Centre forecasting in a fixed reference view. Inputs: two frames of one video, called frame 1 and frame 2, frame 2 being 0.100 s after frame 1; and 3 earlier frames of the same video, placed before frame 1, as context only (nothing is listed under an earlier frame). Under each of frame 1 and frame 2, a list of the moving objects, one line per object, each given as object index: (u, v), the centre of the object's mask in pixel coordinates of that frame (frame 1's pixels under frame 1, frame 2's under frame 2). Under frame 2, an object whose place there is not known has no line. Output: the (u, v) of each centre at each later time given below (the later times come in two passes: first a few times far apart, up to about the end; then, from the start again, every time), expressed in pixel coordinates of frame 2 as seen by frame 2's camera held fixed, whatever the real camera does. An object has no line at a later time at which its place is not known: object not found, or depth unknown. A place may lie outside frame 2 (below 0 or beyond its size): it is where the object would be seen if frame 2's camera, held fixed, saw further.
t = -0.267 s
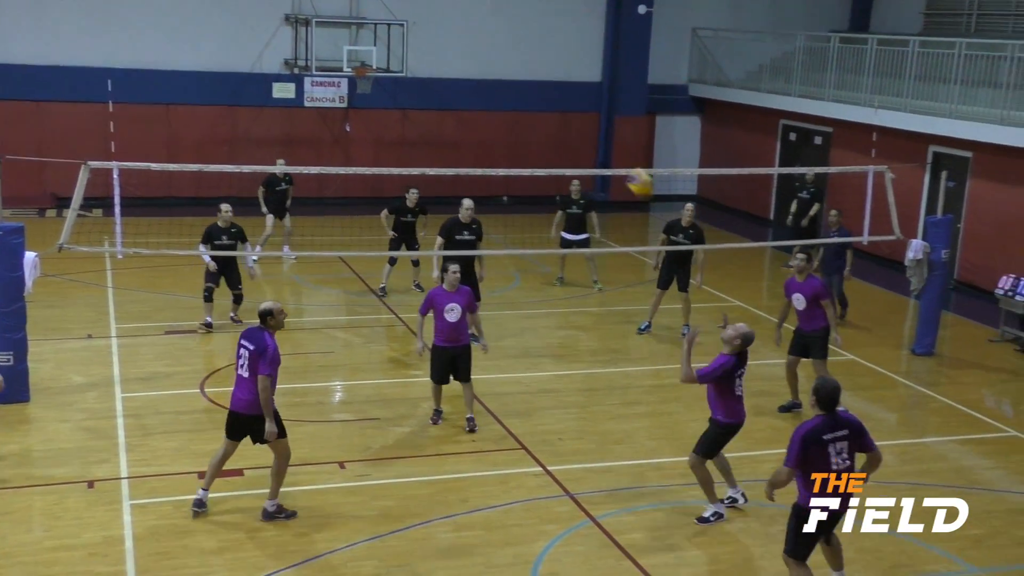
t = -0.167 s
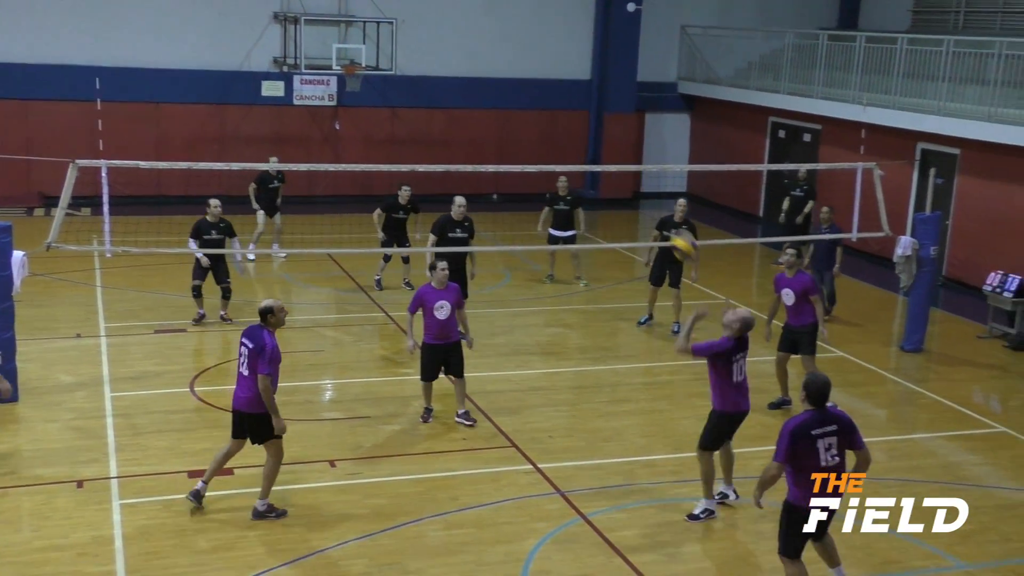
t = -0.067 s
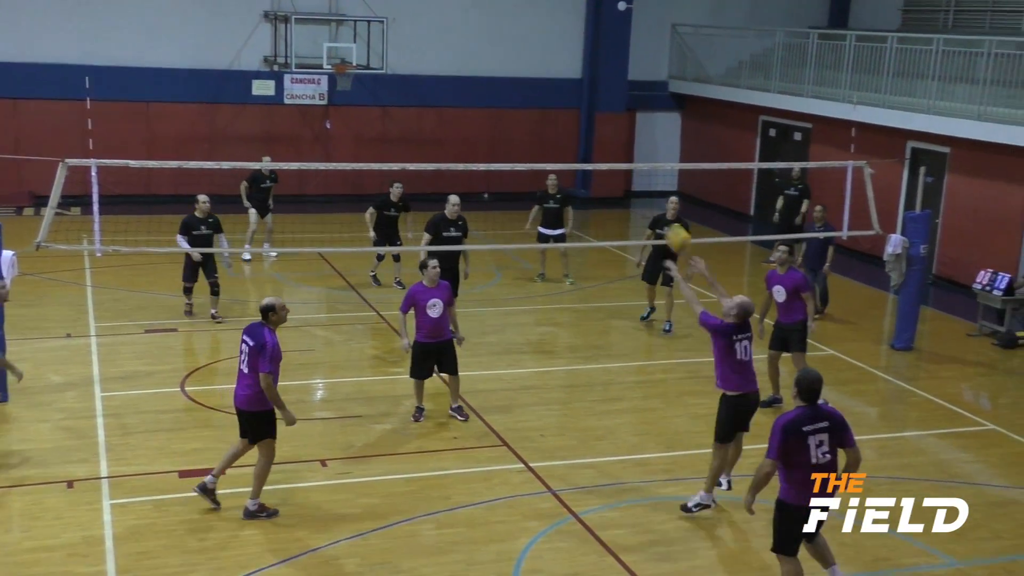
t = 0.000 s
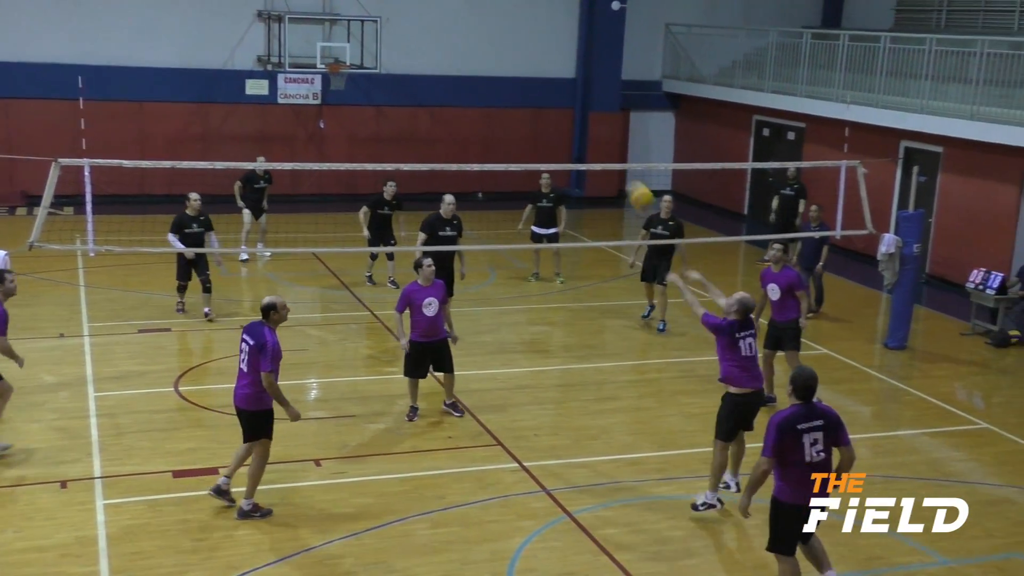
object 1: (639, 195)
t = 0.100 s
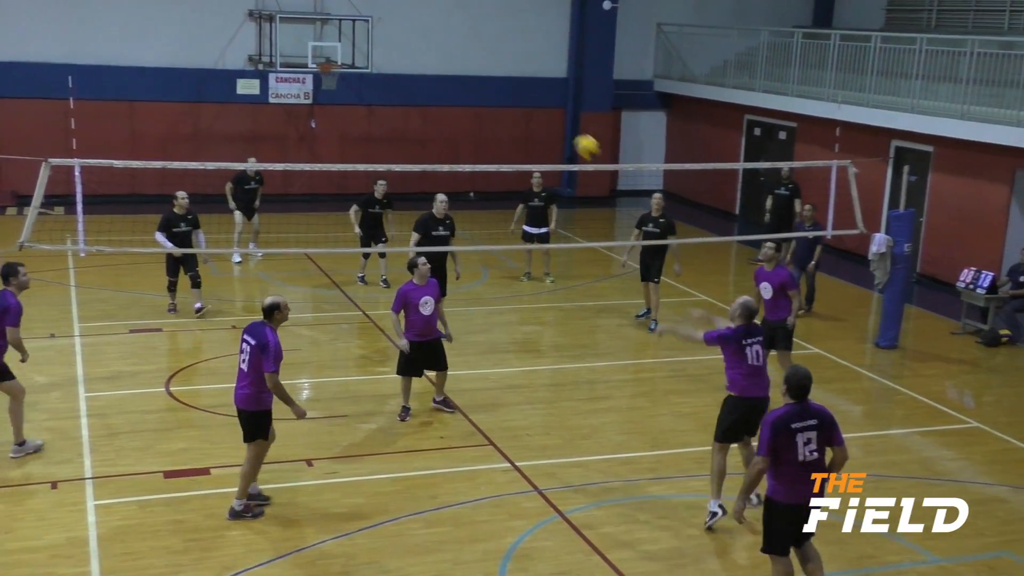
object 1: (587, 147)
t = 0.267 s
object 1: (521, 99)
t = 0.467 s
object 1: (456, 84)
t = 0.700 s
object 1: (396, 111)
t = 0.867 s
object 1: (361, 151)
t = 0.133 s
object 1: (573, 134)
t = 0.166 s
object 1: (558, 124)
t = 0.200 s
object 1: (546, 114)
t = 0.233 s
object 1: (533, 107)
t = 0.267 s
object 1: (521, 99)
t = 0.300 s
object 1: (509, 94)
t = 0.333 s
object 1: (497, 89)
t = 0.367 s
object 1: (486, 86)
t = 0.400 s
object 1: (476, 85)
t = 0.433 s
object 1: (466, 84)
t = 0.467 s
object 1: (456, 84)
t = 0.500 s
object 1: (447, 85)
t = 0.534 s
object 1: (438, 87)
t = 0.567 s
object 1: (429, 90)
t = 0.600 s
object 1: (420, 94)
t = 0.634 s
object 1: (412, 99)
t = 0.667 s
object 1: (404, 105)
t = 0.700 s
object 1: (396, 111)
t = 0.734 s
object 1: (389, 117)
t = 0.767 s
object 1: (382, 124)
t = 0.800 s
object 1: (375, 133)
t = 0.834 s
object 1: (369, 142)
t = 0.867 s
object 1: (361, 151)
